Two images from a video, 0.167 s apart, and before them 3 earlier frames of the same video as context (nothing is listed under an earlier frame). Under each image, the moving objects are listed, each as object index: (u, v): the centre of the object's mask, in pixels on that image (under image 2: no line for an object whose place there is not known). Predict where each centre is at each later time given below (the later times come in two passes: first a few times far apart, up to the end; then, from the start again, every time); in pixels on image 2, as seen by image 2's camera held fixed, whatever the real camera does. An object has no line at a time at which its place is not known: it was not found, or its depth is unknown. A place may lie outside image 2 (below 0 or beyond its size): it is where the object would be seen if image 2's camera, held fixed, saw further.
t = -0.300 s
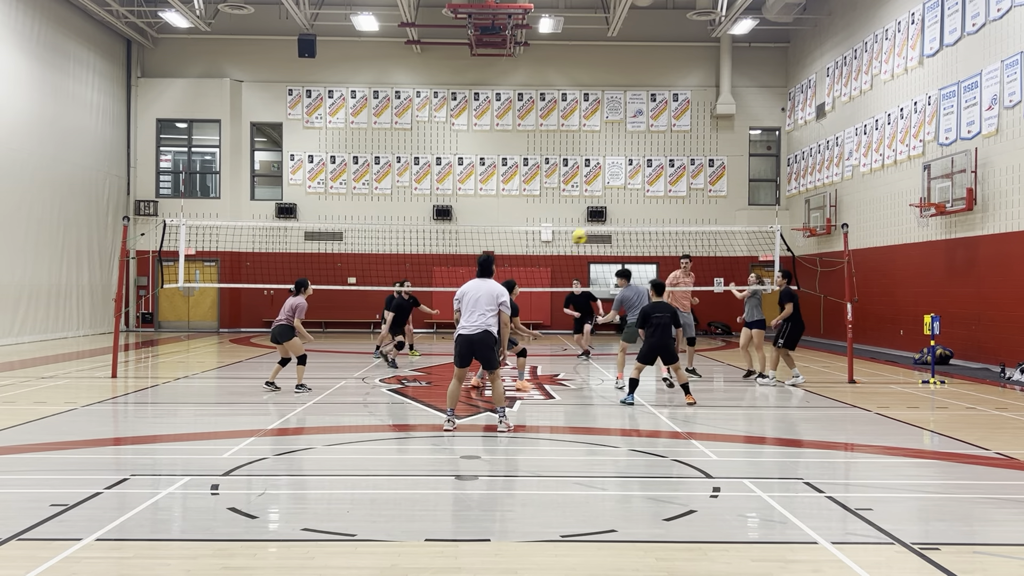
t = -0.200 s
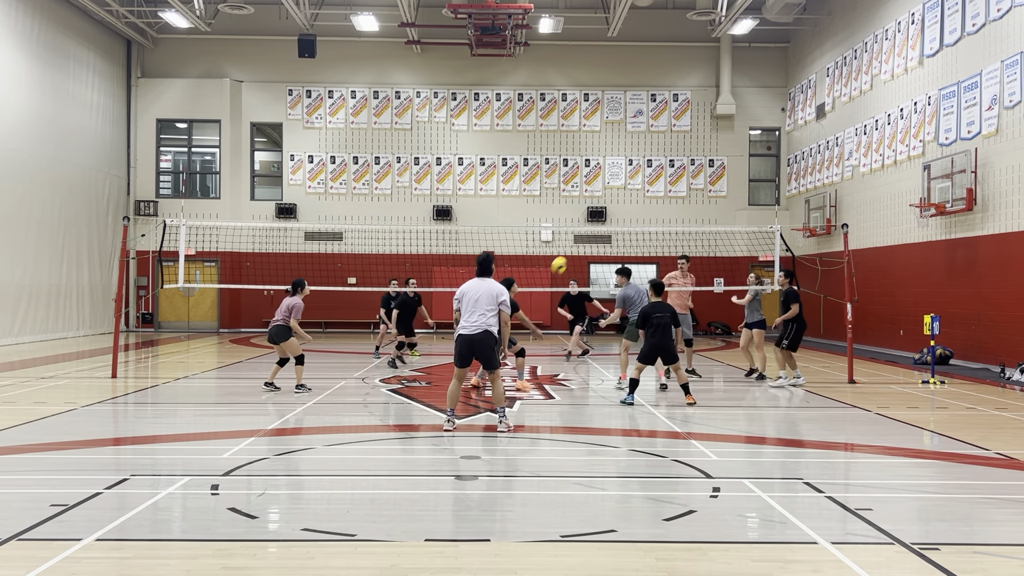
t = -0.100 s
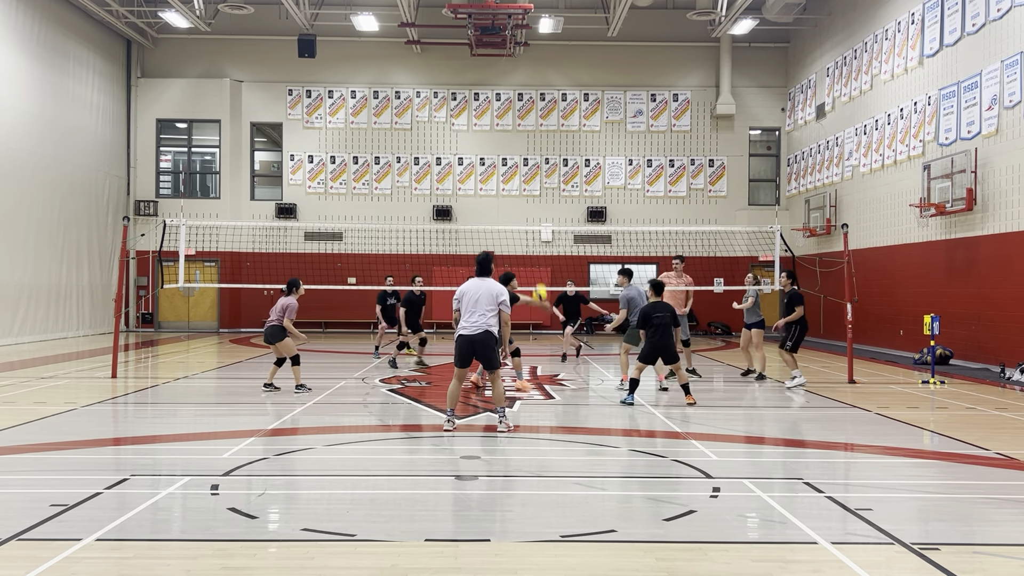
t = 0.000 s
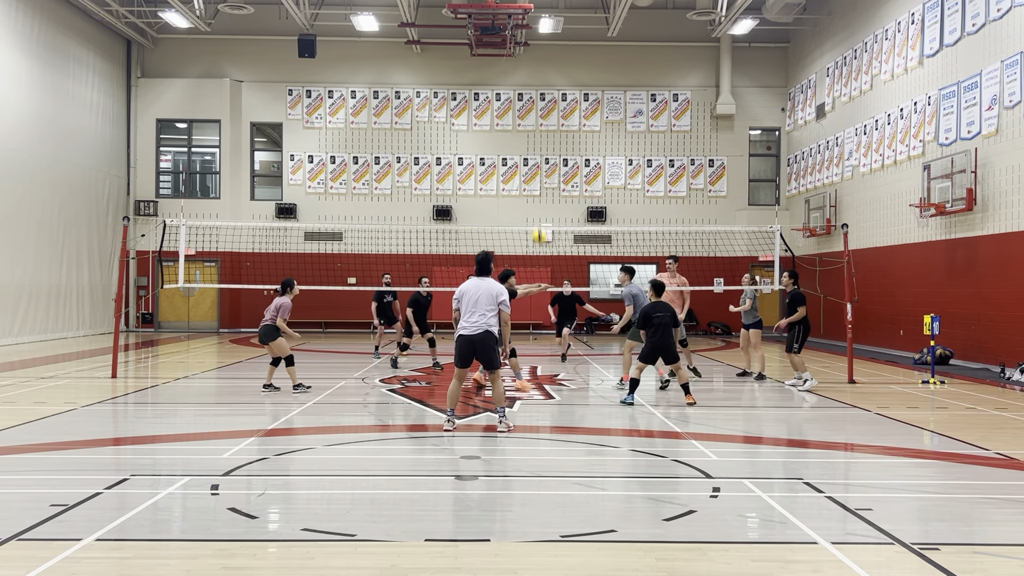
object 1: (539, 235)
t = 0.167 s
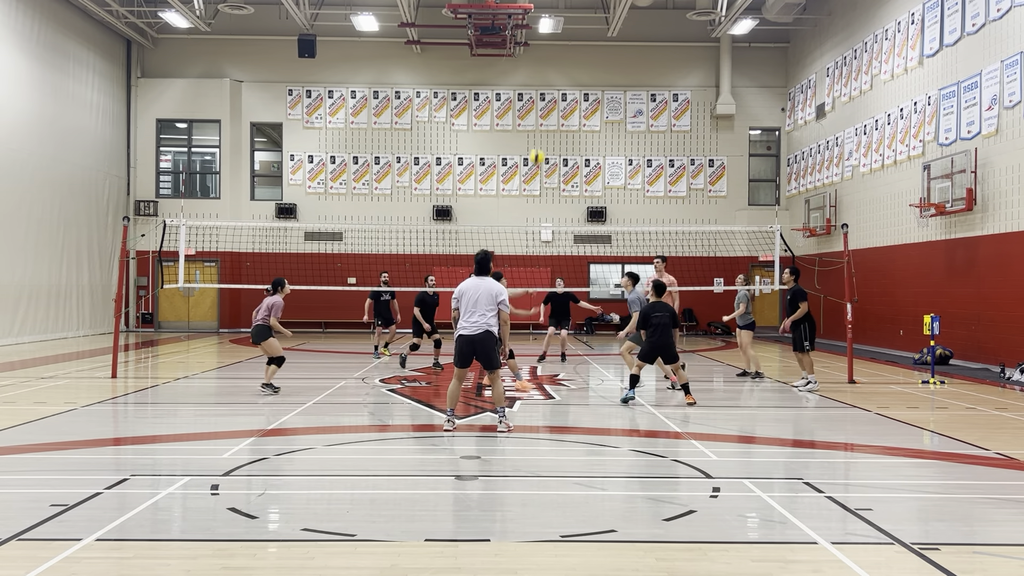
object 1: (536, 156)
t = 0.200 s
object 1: (536, 144)
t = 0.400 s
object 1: (532, 82)
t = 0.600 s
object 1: (529, 52)
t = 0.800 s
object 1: (525, 49)
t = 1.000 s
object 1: (522, 71)
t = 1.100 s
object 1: (520, 92)
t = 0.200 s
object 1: (536, 144)
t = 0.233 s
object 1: (536, 131)
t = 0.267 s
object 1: (535, 119)
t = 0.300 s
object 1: (534, 109)
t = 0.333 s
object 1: (534, 99)
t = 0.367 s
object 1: (533, 90)
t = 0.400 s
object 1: (532, 82)
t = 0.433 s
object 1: (530, 75)
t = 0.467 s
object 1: (531, 69)
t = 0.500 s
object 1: (531, 64)
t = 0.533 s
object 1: (530, 59)
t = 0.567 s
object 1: (530, 55)
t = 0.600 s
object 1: (529, 52)
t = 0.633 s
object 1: (528, 49)
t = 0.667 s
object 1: (528, 48)
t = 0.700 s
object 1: (527, 47)
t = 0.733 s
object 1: (527, 47)
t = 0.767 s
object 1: (526, 47)
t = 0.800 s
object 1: (525, 49)
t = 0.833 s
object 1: (525, 50)
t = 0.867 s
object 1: (524, 53)
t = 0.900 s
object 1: (524, 57)
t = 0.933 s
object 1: (523, 61)
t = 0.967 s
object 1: (522, 66)
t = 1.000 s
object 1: (522, 71)
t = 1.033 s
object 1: (521, 78)
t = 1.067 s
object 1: (521, 84)
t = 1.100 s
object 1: (520, 92)
